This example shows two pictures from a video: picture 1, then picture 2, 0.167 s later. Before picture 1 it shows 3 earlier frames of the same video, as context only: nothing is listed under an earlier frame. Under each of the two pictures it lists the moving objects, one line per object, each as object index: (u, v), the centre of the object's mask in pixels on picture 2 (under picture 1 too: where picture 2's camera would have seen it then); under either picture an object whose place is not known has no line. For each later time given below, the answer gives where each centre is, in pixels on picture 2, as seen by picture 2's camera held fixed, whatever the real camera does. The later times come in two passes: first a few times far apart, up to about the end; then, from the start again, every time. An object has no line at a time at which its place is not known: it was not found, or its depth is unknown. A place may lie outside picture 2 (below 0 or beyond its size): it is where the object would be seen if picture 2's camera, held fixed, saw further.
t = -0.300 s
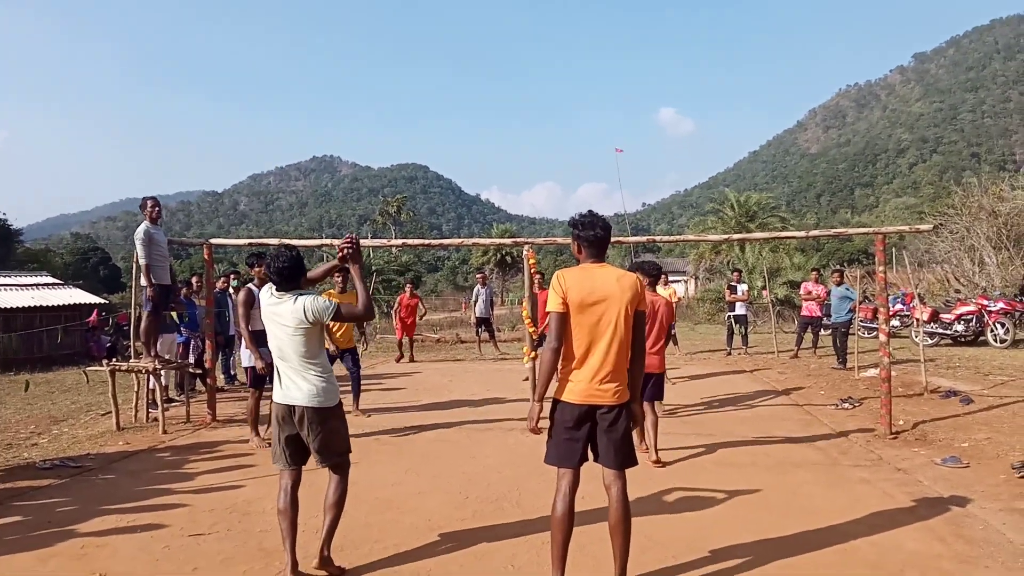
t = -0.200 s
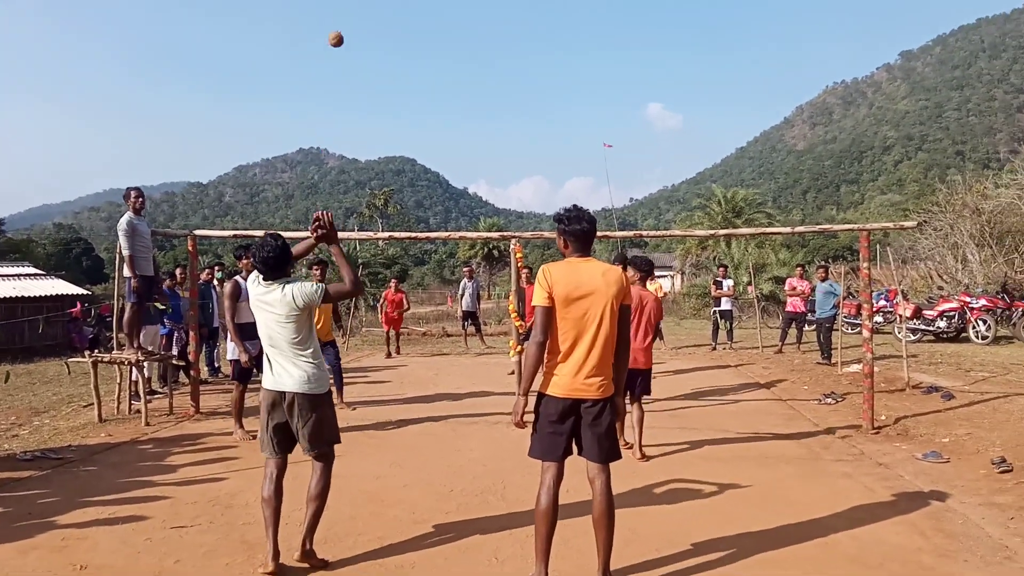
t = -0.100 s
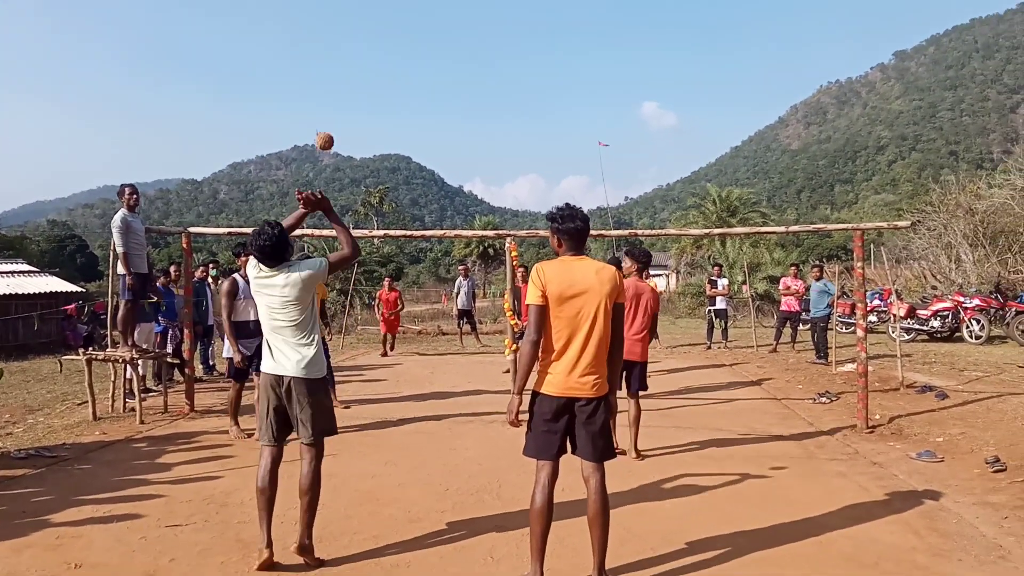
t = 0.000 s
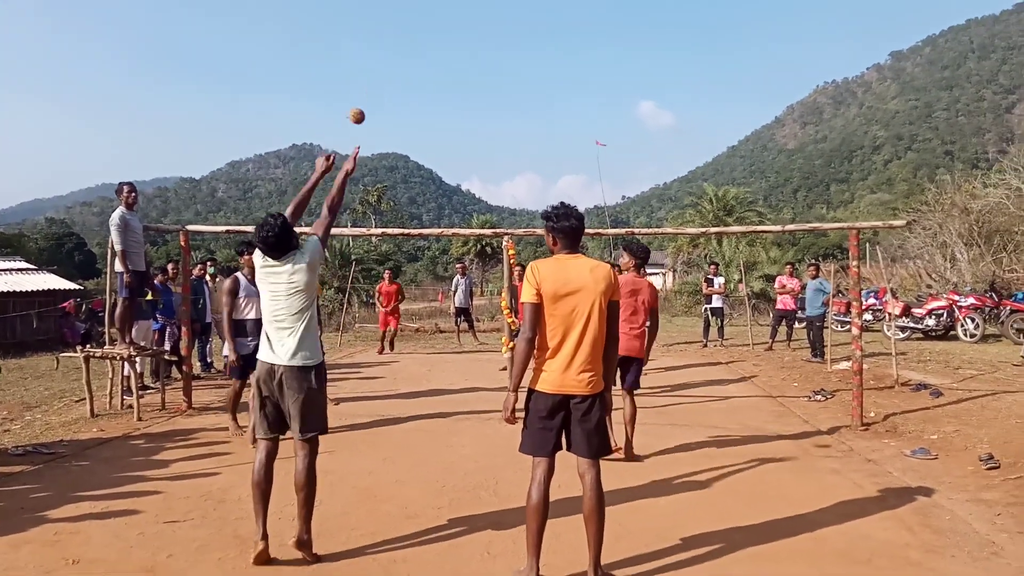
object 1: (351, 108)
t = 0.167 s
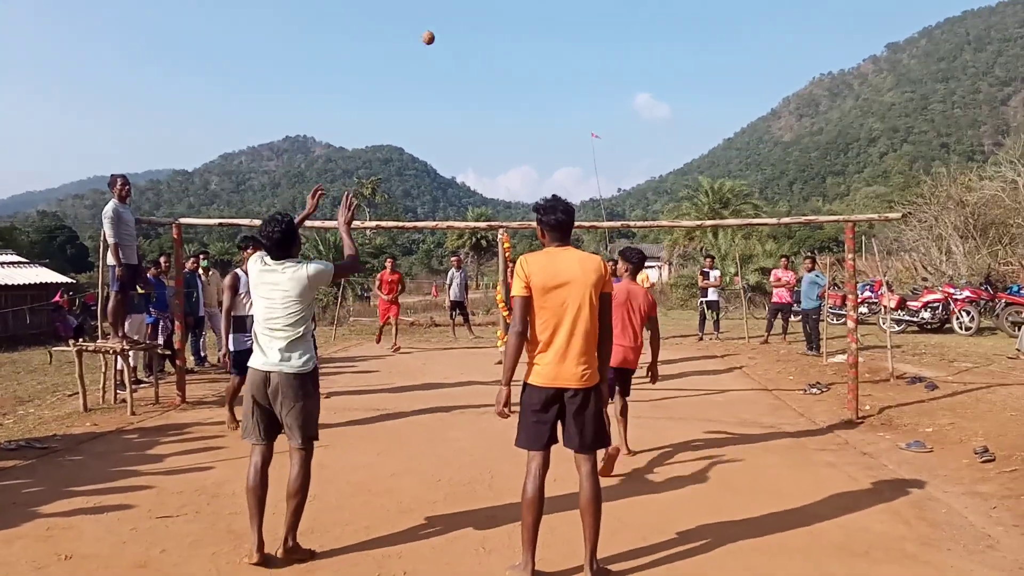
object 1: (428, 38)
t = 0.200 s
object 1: (440, 31)
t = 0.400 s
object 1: (496, 29)
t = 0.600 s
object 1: (533, 65)
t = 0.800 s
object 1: (560, 124)
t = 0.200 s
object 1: (440, 31)
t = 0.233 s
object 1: (451, 27)
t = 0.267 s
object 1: (462, 25)
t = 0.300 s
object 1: (471, 24)
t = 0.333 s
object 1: (480, 24)
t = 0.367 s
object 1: (488, 26)
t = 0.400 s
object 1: (496, 29)
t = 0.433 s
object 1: (503, 32)
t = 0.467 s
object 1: (510, 37)
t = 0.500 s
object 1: (517, 43)
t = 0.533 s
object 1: (522, 49)
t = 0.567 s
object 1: (528, 57)
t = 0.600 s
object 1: (533, 65)
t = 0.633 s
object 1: (539, 73)
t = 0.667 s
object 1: (544, 82)
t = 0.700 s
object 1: (548, 92)
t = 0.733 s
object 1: (552, 102)
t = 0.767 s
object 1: (557, 113)
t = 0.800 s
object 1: (560, 124)
